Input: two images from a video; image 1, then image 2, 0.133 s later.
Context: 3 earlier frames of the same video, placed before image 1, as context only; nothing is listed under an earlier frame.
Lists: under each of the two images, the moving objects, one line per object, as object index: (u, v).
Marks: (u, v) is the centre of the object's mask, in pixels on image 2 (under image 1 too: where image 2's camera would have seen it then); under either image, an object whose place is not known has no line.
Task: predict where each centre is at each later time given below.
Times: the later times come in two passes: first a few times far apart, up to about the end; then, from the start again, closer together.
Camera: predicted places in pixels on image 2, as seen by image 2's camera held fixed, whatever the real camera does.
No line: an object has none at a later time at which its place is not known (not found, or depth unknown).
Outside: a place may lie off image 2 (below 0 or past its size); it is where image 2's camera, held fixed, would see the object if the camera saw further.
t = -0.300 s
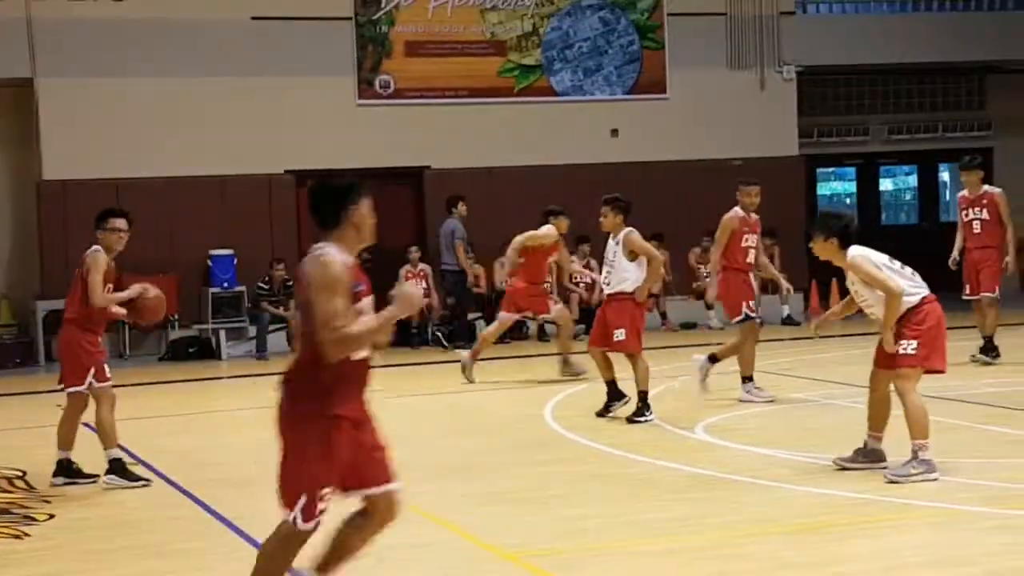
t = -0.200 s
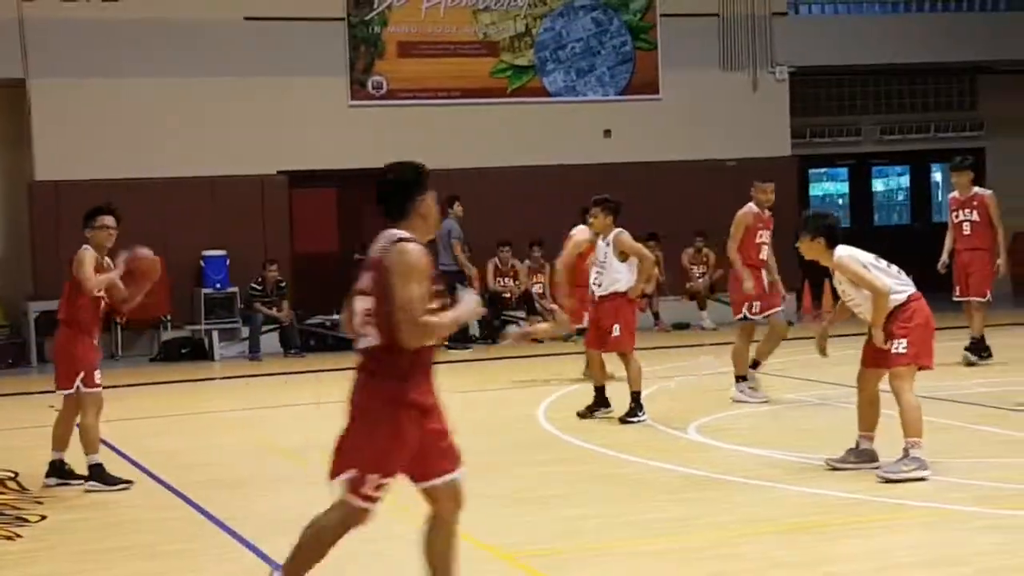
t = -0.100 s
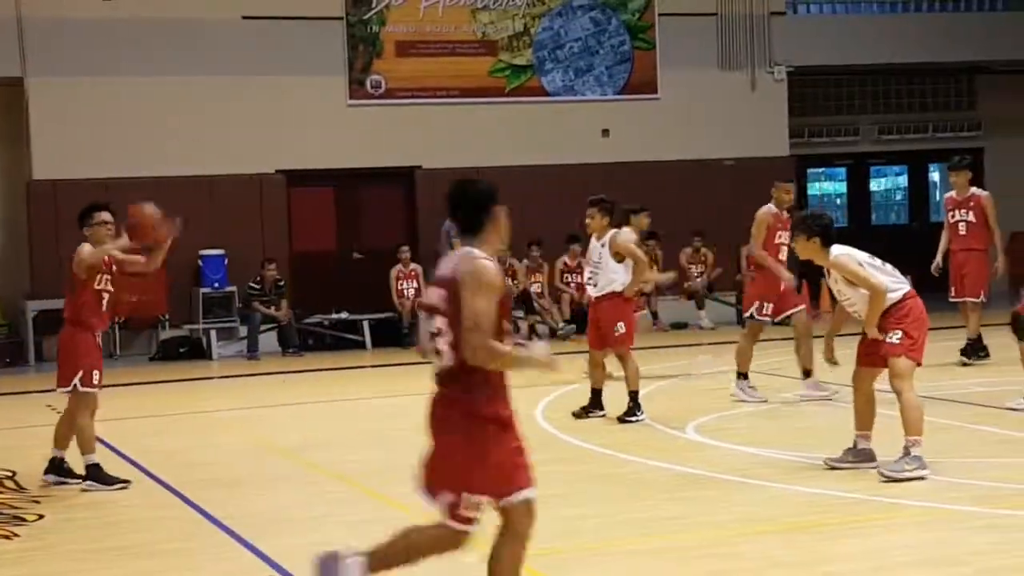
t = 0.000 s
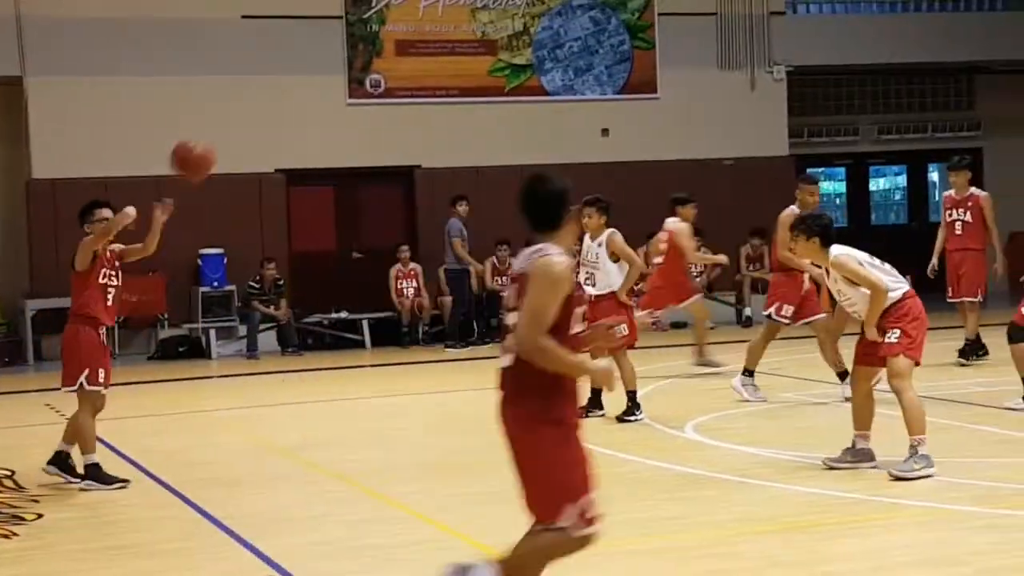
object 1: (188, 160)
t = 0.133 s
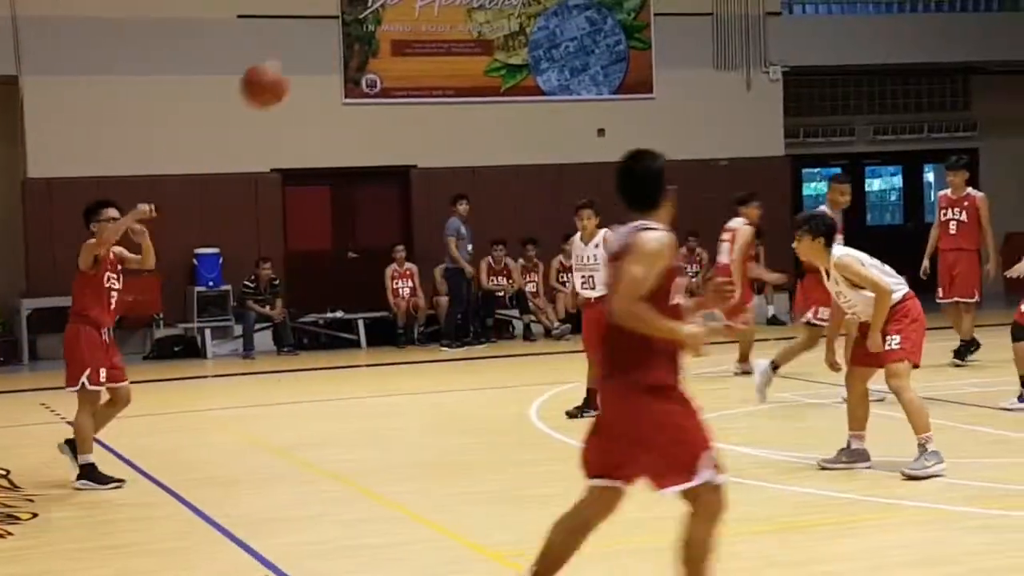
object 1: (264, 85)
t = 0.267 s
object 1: (353, 34)
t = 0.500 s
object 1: (543, 16)
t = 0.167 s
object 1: (283, 70)
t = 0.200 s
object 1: (306, 56)
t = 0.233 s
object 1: (328, 45)
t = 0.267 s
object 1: (353, 34)
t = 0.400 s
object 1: (456, 12)
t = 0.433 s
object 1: (483, 13)
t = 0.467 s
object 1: (513, 15)
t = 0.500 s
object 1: (543, 16)
